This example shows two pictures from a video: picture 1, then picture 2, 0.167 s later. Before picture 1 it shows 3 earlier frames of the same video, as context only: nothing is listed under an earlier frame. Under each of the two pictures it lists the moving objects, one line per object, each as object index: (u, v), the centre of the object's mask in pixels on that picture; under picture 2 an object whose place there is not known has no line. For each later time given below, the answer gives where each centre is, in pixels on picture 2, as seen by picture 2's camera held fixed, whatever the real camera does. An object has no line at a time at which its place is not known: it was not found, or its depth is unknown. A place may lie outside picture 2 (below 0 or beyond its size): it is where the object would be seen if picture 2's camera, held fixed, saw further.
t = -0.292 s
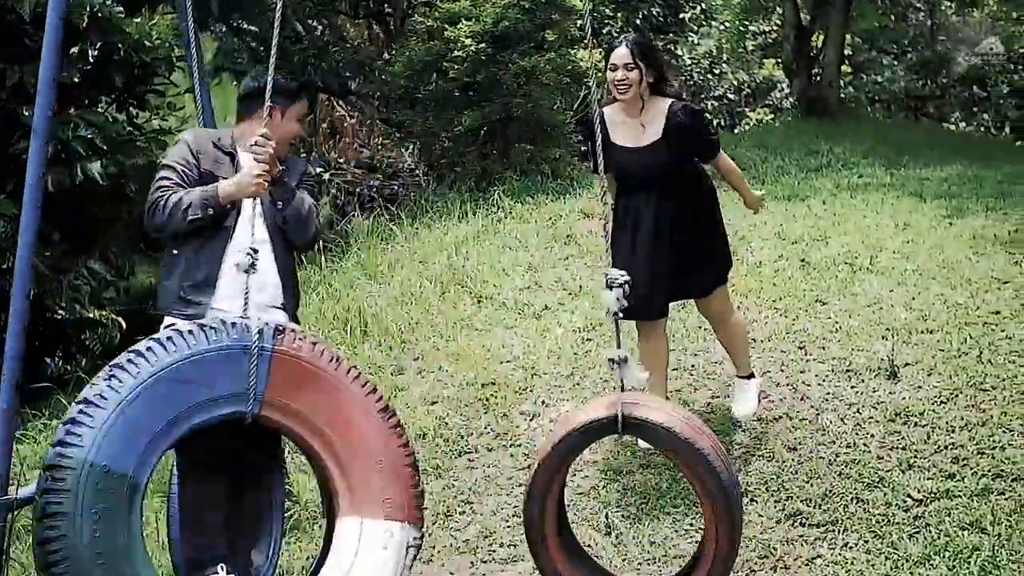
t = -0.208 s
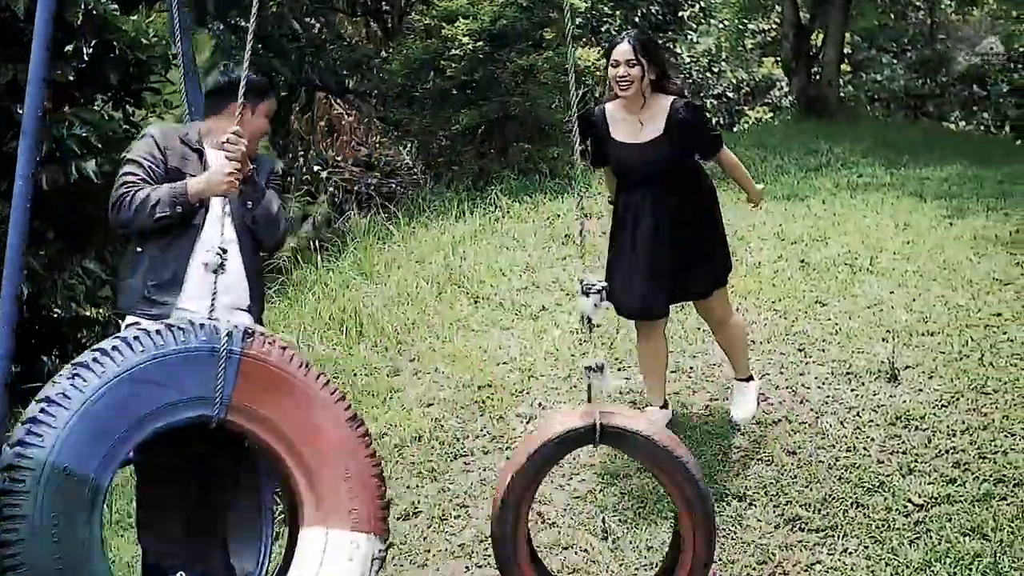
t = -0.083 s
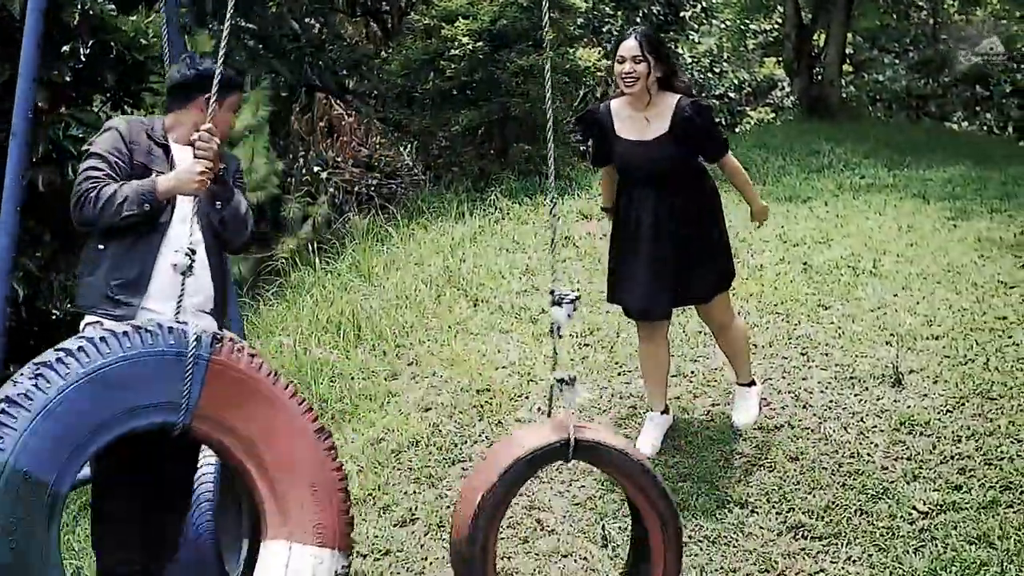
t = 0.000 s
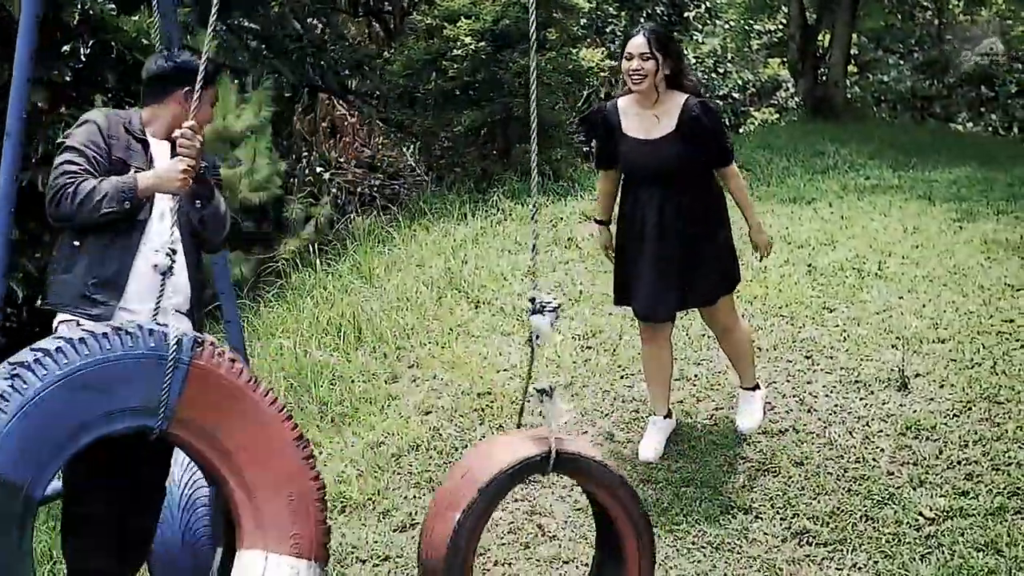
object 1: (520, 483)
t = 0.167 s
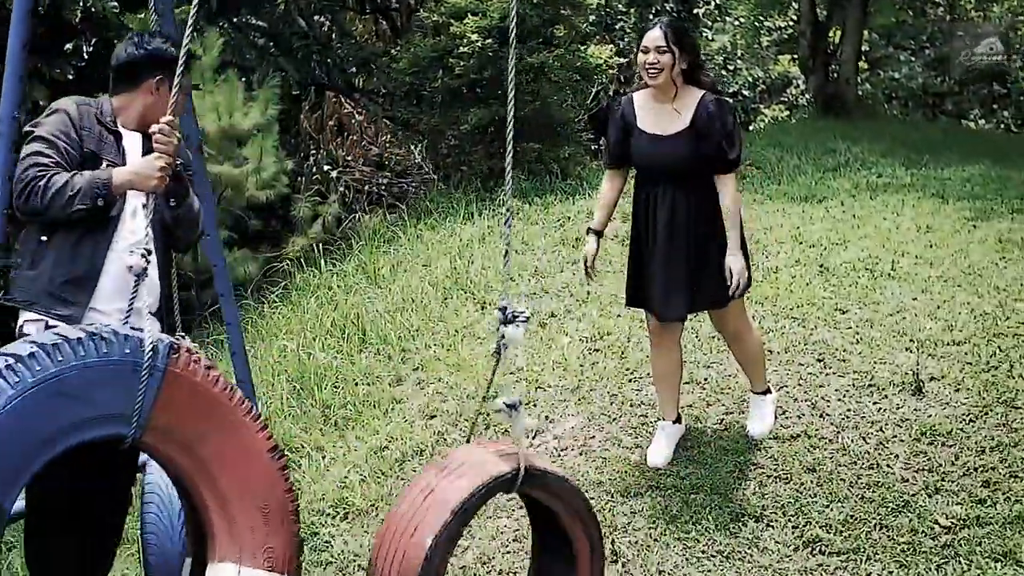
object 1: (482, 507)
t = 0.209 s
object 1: (475, 510)
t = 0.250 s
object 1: (465, 510)
